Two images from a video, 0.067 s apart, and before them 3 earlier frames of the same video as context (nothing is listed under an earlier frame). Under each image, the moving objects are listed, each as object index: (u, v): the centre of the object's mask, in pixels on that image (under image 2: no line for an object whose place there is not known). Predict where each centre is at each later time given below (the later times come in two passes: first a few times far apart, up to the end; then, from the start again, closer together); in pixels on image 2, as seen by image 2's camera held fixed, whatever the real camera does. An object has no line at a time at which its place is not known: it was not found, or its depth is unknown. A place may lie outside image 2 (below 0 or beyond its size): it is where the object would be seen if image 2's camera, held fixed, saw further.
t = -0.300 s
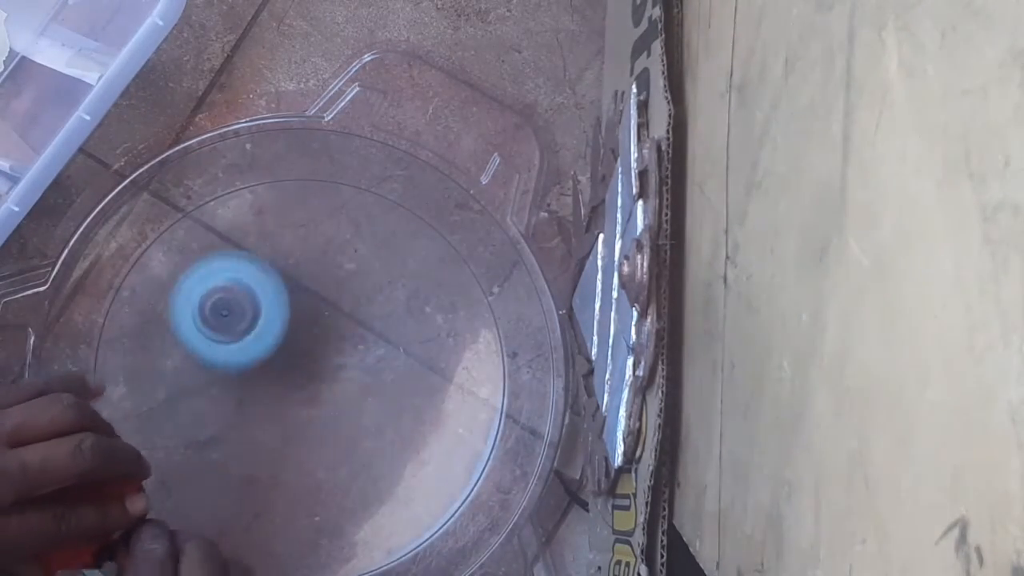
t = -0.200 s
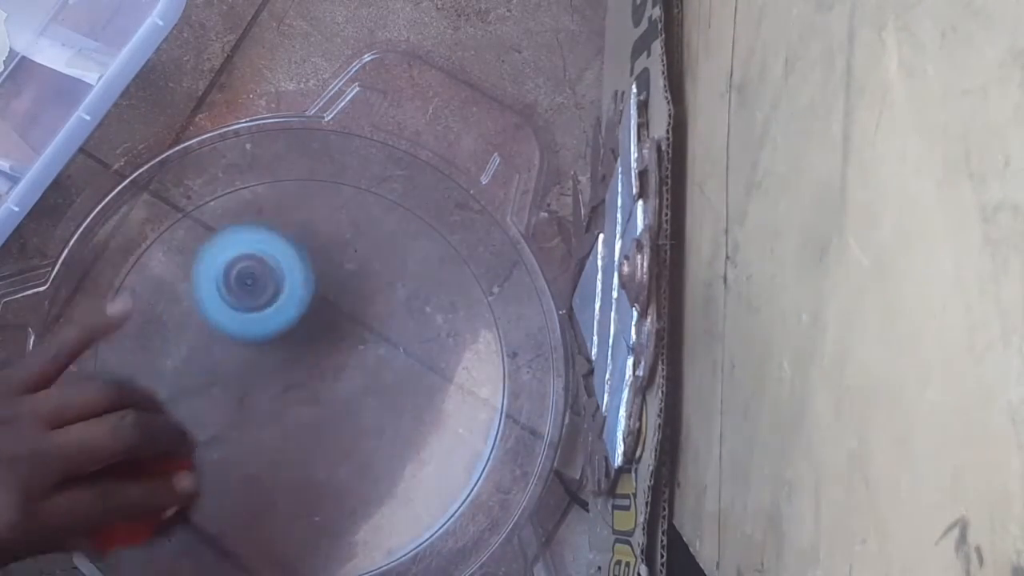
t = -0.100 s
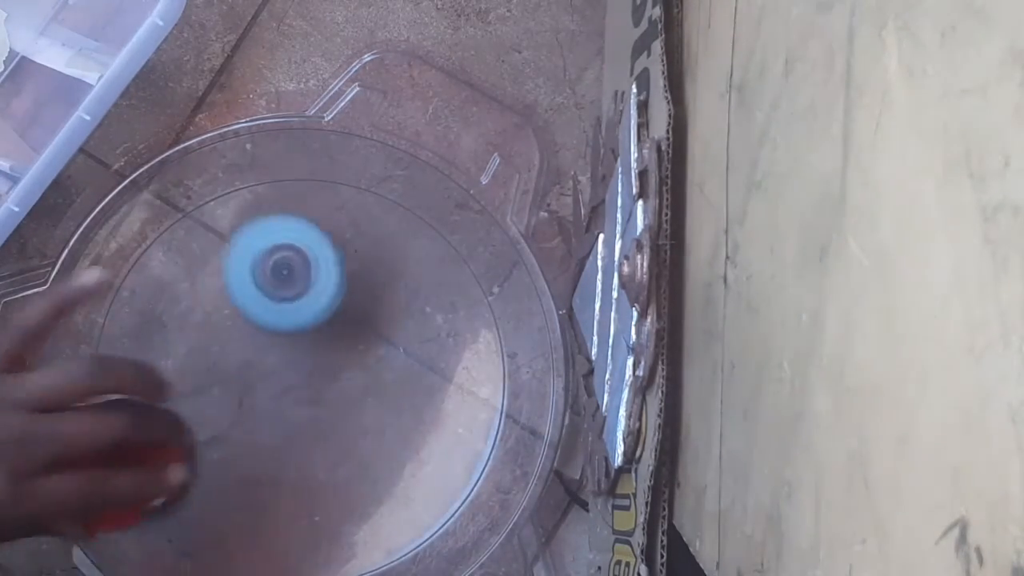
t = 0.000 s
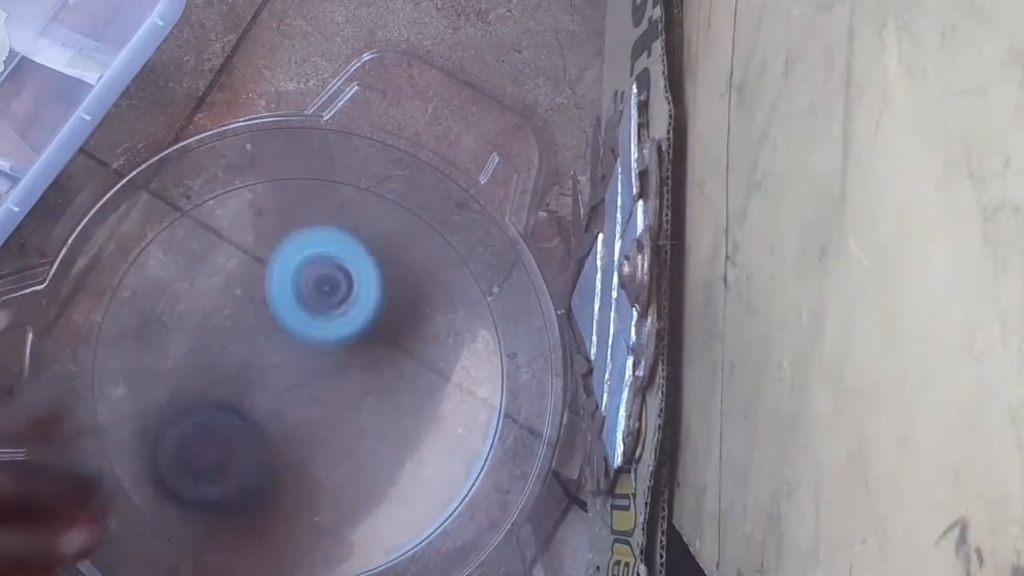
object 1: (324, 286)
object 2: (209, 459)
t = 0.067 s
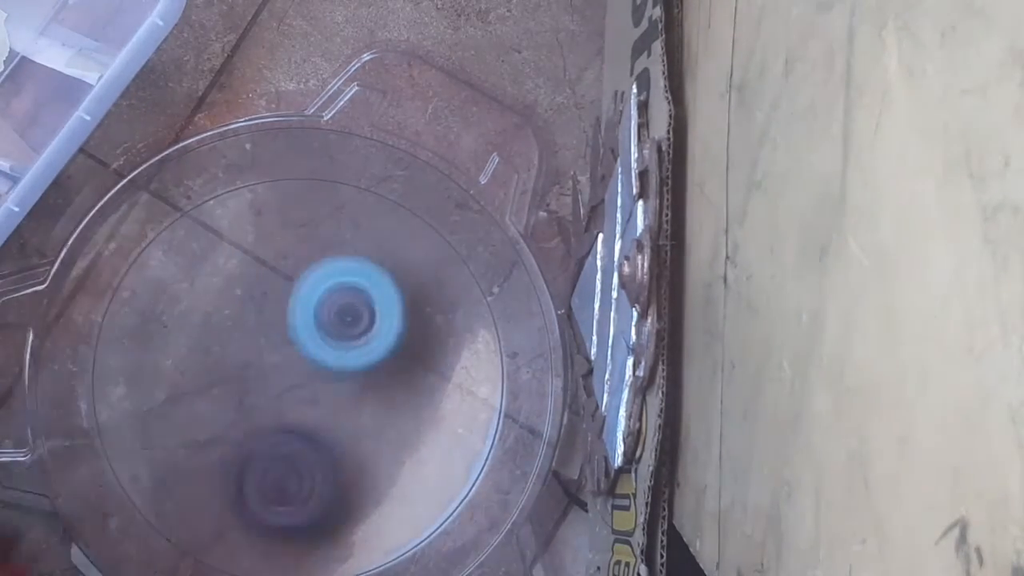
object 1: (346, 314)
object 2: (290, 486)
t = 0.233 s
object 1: (395, 335)
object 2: (367, 484)
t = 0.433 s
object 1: (398, 333)
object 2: (344, 473)
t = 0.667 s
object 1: (386, 353)
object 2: (256, 485)
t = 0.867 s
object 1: (341, 357)
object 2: (190, 531)
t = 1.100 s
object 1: (285, 311)
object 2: (210, 506)
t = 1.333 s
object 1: (304, 276)
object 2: (206, 395)
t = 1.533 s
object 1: (306, 323)
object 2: (167, 321)
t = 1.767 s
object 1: (334, 423)
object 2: (56, 272)
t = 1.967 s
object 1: (295, 500)
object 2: (40, 302)
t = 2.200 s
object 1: (213, 437)
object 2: (141, 342)
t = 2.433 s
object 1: (413, 536)
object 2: (111, 122)
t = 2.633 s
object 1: (425, 546)
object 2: (450, 283)
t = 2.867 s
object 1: (331, 504)
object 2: (532, 489)
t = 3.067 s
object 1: (267, 383)
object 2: (458, 430)
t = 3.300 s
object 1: (153, 221)
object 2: (442, 482)
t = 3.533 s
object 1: (355, 177)
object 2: (535, 547)
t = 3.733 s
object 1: (475, 308)
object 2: (535, 547)
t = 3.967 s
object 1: (331, 451)
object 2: (534, 545)
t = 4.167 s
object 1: (212, 398)
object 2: (534, 545)
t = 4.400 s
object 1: (251, 310)
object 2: (534, 544)
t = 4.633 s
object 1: (274, 361)
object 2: (534, 545)
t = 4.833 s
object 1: (286, 389)
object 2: (534, 545)
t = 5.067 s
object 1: (279, 383)
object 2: (534, 545)
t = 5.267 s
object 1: (275, 371)
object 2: (534, 545)
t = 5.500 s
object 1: (274, 373)
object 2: (534, 545)
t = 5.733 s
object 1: (274, 377)
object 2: (534, 544)
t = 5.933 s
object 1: (274, 376)
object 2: (534, 545)
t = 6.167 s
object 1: (274, 377)
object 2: (534, 545)
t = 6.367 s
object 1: (274, 376)
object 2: (534, 545)
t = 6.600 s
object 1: (274, 376)
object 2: (534, 545)
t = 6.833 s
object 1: (274, 376)
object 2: (534, 545)
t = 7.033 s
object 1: (274, 376)
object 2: (534, 545)
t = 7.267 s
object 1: (274, 376)
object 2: (534, 545)
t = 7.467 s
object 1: (274, 376)
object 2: (534, 545)
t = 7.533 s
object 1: (274, 376)
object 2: (534, 545)
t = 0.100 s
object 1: (353, 330)
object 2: (331, 478)
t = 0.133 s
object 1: (357, 345)
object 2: (363, 471)
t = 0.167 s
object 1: (373, 341)
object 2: (373, 481)
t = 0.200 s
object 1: (385, 336)
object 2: (372, 489)
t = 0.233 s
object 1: (395, 335)
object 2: (367, 484)
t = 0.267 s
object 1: (402, 341)
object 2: (369, 474)
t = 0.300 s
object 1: (405, 347)
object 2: (363, 466)
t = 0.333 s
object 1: (406, 339)
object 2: (352, 473)
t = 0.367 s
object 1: (404, 333)
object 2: (345, 476)
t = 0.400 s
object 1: (401, 331)
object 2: (344, 476)
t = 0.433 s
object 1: (398, 333)
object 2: (344, 473)
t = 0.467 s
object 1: (395, 338)
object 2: (344, 471)
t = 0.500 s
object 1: (391, 345)
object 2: (342, 469)
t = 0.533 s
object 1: (387, 350)
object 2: (339, 465)
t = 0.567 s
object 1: (389, 350)
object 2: (321, 467)
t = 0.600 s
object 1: (393, 349)
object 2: (294, 472)
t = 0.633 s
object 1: (391, 350)
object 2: (275, 477)
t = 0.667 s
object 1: (386, 353)
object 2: (256, 485)
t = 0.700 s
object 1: (381, 355)
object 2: (237, 494)
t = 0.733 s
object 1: (377, 357)
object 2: (222, 503)
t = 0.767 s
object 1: (370, 359)
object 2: (211, 511)
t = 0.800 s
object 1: (362, 361)
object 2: (200, 520)
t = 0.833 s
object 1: (352, 360)
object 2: (195, 527)
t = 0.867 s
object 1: (341, 357)
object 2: (190, 531)
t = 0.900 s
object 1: (331, 353)
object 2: (188, 533)
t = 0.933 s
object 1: (321, 349)
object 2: (189, 532)
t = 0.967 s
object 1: (313, 344)
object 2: (192, 530)
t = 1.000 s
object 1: (304, 337)
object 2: (195, 529)
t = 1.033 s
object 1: (296, 329)
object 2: (200, 524)
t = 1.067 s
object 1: (290, 320)
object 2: (204, 514)
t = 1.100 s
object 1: (285, 311)
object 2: (210, 506)
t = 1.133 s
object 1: (283, 302)
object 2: (217, 492)
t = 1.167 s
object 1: (282, 294)
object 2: (220, 477)
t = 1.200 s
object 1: (284, 285)
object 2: (221, 462)
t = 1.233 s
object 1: (286, 279)
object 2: (223, 448)
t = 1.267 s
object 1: (292, 275)
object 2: (220, 431)
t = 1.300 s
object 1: (298, 273)
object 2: (213, 412)
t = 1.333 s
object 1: (304, 276)
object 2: (206, 395)
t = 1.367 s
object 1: (309, 280)
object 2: (200, 378)
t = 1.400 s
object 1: (312, 286)
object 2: (194, 364)
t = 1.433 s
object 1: (314, 292)
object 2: (187, 352)
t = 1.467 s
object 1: (315, 301)
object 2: (182, 342)
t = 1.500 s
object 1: (312, 312)
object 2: (173, 330)
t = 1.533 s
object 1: (306, 323)
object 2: (167, 321)
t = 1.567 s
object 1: (298, 334)
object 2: (162, 313)
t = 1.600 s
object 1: (287, 343)
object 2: (159, 307)
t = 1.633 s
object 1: (275, 351)
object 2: (158, 304)
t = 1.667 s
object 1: (288, 365)
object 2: (134, 292)
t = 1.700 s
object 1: (313, 386)
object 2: (99, 274)
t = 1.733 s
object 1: (327, 404)
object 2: (65, 262)
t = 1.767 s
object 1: (334, 423)
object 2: (56, 272)
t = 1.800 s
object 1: (334, 441)
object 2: (51, 282)
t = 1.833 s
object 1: (331, 459)
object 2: (49, 290)
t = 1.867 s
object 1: (325, 474)
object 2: (45, 297)
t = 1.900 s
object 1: (316, 484)
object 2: (43, 300)
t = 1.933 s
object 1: (307, 494)
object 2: (40, 301)
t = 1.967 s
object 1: (295, 500)
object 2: (40, 302)
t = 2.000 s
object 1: (281, 505)
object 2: (44, 306)
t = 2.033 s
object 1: (266, 506)
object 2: (50, 305)
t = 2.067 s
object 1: (249, 502)
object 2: (61, 306)
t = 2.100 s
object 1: (234, 492)
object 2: (81, 311)
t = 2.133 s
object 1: (222, 477)
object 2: (98, 316)
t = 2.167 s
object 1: (215, 458)
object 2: (118, 324)
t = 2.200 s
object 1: (213, 437)
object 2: (141, 342)
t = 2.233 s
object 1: (253, 457)
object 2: (132, 313)
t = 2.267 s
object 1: (296, 480)
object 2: (106, 258)
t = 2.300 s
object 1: (331, 502)
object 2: (98, 226)
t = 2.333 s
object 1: (363, 516)
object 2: (101, 198)
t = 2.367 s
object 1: (388, 524)
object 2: (104, 167)
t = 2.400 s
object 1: (405, 531)
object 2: (104, 148)
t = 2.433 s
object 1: (413, 536)
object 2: (111, 122)
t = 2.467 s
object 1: (417, 540)
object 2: (136, 113)
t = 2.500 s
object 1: (422, 544)
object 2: (181, 120)
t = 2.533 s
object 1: (429, 547)
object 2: (263, 161)
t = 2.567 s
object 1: (435, 549)
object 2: (331, 197)
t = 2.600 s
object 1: (431, 549)
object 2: (396, 236)
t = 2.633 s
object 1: (425, 546)
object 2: (450, 283)
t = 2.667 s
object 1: (418, 541)
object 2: (503, 338)
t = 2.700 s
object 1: (414, 539)
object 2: (541, 384)
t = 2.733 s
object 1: (403, 535)
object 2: (529, 419)
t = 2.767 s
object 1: (394, 527)
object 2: (510, 449)
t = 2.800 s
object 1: (382, 518)
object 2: (501, 476)
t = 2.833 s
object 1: (358, 514)
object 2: (523, 486)
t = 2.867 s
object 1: (331, 504)
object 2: (532, 489)
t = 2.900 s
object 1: (310, 485)
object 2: (522, 484)
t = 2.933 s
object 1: (295, 465)
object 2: (509, 477)
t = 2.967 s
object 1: (283, 447)
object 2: (499, 461)
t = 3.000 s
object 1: (270, 424)
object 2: (492, 452)
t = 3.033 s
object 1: (265, 402)
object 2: (476, 443)
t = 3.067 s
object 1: (267, 383)
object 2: (458, 430)
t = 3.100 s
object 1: (265, 369)
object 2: (440, 422)
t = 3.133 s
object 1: (267, 350)
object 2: (417, 413)
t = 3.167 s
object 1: (273, 336)
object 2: (399, 405)
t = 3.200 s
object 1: (278, 327)
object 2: (361, 394)
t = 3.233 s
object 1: (270, 310)
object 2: (358, 407)
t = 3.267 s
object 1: (212, 271)
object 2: (401, 444)
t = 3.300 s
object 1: (153, 221)
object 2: (442, 482)
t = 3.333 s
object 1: (117, 192)
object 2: (488, 519)
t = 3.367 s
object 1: (154, 171)
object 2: (528, 539)
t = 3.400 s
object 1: (192, 168)
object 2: (547, 547)
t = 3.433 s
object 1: (236, 168)
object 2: (544, 547)
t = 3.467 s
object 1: (293, 166)
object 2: (535, 546)
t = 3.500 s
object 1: (334, 167)
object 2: (533, 547)
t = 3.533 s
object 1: (355, 177)
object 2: (535, 547)
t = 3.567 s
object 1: (392, 199)
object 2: (535, 548)
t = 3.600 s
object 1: (427, 223)
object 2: (534, 548)
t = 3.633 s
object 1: (452, 241)
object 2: (534, 548)
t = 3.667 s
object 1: (468, 258)
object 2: (534, 547)
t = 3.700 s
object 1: (472, 277)
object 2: (534, 547)
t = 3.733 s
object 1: (475, 308)
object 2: (535, 547)
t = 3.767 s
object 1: (473, 348)
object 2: (535, 546)
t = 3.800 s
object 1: (460, 380)
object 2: (536, 546)
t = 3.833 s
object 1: (446, 407)
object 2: (535, 545)
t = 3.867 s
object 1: (424, 428)
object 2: (535, 545)
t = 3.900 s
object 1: (396, 441)
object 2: (535, 545)
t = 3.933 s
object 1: (364, 450)
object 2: (534, 545)
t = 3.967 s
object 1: (331, 451)
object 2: (534, 545)
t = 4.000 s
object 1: (299, 449)
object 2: (534, 545)
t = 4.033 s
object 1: (276, 443)
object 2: (534, 545)
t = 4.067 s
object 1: (249, 434)
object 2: (534, 545)
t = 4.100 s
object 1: (230, 423)
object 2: (534, 545)
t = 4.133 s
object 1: (217, 412)
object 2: (534, 545)
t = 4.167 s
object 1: (212, 398)
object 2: (534, 545)
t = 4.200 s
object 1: (210, 384)
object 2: (534, 545)
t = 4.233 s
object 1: (212, 365)
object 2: (534, 545)
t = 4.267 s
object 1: (218, 349)
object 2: (534, 545)
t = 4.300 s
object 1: (224, 334)
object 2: (534, 545)
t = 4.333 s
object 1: (233, 320)
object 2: (534, 545)
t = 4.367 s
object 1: (242, 313)
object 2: (534, 544)
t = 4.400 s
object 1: (251, 310)
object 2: (534, 544)
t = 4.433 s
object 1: (258, 312)
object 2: (534, 544)
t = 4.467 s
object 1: (263, 321)
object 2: (534, 545)
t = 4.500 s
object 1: (265, 329)
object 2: (534, 544)
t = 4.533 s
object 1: (266, 336)
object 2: (534, 544)
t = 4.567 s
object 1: (268, 343)
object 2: (534, 544)
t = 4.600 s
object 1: (271, 351)
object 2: (534, 545)
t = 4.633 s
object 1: (274, 361)
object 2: (534, 545)
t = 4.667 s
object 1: (280, 372)
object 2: (534, 545)
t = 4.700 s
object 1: (283, 380)
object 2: (534, 545)
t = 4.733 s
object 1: (283, 385)
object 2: (534, 544)
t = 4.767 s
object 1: (281, 388)
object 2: (534, 545)
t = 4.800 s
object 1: (283, 388)
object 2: (534, 544)
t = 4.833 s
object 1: (286, 389)
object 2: (534, 545)
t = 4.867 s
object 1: (286, 390)
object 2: (534, 545)
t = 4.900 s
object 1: (285, 391)
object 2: (534, 545)
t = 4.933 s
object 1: (286, 389)
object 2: (534, 545)
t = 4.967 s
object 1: (285, 388)
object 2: (534, 545)
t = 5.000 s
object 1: (283, 388)
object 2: (534, 545)
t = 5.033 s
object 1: (283, 386)
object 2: (534, 545)
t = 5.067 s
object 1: (279, 383)
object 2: (534, 545)
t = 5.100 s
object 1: (274, 378)
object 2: (534, 545)
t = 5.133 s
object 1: (268, 373)
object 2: (534, 545)
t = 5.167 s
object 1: (266, 370)
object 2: (534, 545)
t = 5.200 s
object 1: (269, 369)
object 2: (534, 545)
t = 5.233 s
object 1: (275, 369)
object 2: (534, 545)
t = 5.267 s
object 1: (275, 371)
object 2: (534, 545)
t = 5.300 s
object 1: (274, 374)
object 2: (534, 545)
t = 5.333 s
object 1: (275, 379)
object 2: (534, 545)
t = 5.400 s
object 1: (274, 376)
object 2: (534, 545)
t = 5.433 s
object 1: (274, 373)
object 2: (534, 545)
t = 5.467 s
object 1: (275, 372)
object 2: (534, 545)
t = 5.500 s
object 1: (274, 373)
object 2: (534, 545)
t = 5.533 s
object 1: (274, 376)
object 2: (534, 545)
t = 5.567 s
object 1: (273, 379)
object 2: (534, 545)
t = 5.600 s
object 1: (272, 378)
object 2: (534, 545)
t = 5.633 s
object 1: (274, 377)
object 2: (534, 545)
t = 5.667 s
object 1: (274, 376)
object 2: (534, 545)
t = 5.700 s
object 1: (274, 377)
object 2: (534, 545)
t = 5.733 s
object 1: (274, 377)
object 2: (534, 544)
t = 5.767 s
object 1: (274, 377)
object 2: (534, 545)
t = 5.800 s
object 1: (274, 376)
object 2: (534, 545)
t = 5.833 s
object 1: (274, 377)
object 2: (534, 545)
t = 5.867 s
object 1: (274, 377)
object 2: (534, 545)
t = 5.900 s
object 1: (274, 377)
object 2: (534, 545)
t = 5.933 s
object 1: (274, 376)
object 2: (534, 545)
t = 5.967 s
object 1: (273, 376)
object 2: (534, 545)
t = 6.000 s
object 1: (273, 376)
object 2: (534, 545)
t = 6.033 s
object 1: (273, 376)
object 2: (534, 545)
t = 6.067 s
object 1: (274, 376)
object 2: (534, 545)
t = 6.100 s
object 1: (273, 376)
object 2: (534, 545)
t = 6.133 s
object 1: (274, 376)
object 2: (534, 545)
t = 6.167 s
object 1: (274, 377)
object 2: (534, 545)
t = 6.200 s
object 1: (274, 376)
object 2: (534, 545)
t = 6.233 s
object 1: (274, 376)
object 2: (534, 545)
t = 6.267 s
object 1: (274, 376)
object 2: (534, 545)
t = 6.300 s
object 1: (274, 376)
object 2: (534, 545)
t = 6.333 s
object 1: (274, 376)
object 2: (534, 545)
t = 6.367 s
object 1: (274, 376)
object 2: (534, 545)
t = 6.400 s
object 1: (274, 376)
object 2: (534, 545)
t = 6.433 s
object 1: (274, 376)
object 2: (534, 545)
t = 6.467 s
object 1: (274, 376)
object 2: (534, 545)
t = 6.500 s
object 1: (274, 376)
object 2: (534, 545)
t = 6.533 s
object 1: (274, 376)
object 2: (534, 545)
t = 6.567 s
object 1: (273, 376)
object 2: (534, 545)
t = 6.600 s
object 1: (274, 376)
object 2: (534, 545)
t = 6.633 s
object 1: (274, 376)
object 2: (534, 545)
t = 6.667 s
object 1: (274, 376)
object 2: (534, 545)
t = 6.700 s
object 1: (274, 376)
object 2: (534, 545)
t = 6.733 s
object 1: (274, 376)
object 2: (534, 545)
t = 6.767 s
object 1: (274, 376)
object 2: (534, 545)
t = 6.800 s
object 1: (274, 376)
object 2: (534, 545)
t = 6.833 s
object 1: (274, 376)
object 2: (534, 545)
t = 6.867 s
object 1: (274, 376)
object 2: (534, 545)
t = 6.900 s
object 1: (274, 376)
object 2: (534, 545)
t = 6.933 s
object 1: (274, 376)
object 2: (534, 545)
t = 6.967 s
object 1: (274, 376)
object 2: (534, 545)
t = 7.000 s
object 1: (274, 376)
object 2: (534, 545)
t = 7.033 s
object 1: (274, 376)
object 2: (534, 545)
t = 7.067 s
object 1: (274, 376)
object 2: (534, 545)
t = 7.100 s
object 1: (274, 376)
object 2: (534, 545)
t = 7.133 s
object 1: (274, 376)
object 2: (534, 545)
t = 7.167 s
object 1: (274, 376)
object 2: (534, 545)
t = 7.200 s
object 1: (274, 376)
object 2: (534, 545)
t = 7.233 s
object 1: (274, 376)
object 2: (534, 545)
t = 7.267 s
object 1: (274, 376)
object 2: (534, 545)
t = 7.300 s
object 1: (274, 376)
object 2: (534, 545)
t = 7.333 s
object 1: (274, 376)
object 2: (534, 545)
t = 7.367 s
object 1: (274, 376)
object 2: (534, 545)
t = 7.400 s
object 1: (274, 376)
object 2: (534, 545)
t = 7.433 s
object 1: (274, 376)
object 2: (534, 545)
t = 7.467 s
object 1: (274, 376)
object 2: (534, 545)
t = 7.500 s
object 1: (274, 376)
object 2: (534, 545)
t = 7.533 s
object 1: (274, 376)
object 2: (534, 545)
